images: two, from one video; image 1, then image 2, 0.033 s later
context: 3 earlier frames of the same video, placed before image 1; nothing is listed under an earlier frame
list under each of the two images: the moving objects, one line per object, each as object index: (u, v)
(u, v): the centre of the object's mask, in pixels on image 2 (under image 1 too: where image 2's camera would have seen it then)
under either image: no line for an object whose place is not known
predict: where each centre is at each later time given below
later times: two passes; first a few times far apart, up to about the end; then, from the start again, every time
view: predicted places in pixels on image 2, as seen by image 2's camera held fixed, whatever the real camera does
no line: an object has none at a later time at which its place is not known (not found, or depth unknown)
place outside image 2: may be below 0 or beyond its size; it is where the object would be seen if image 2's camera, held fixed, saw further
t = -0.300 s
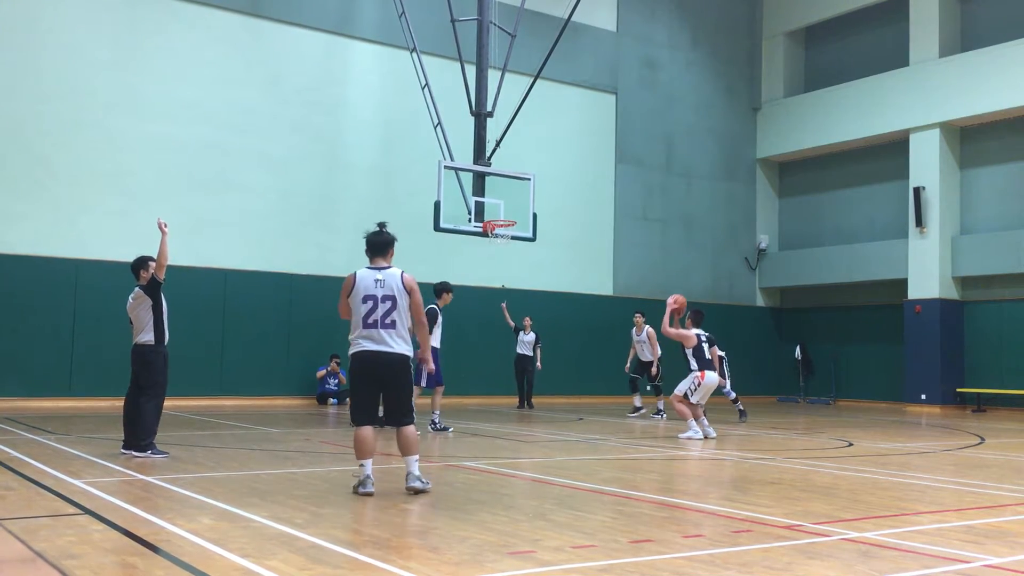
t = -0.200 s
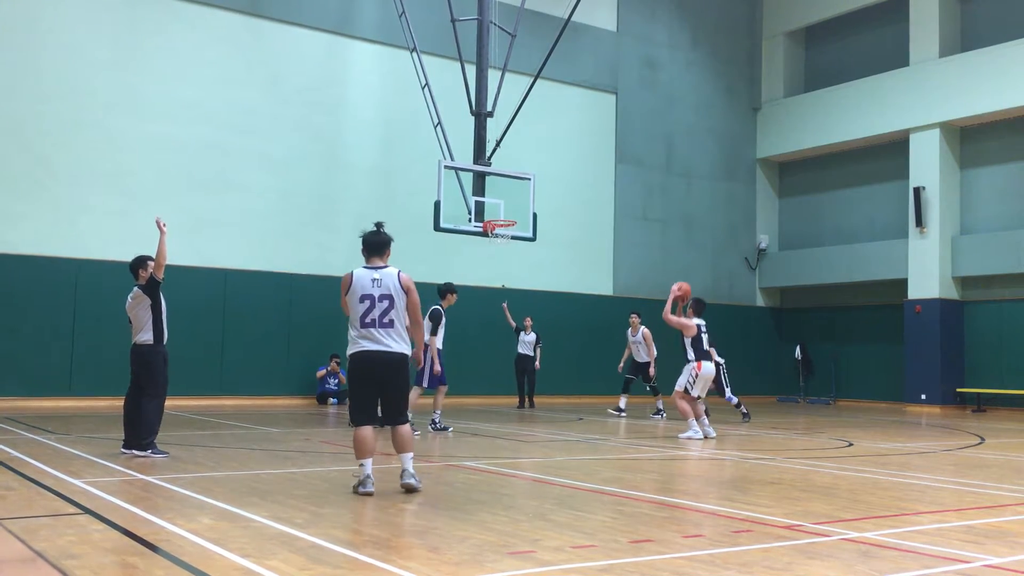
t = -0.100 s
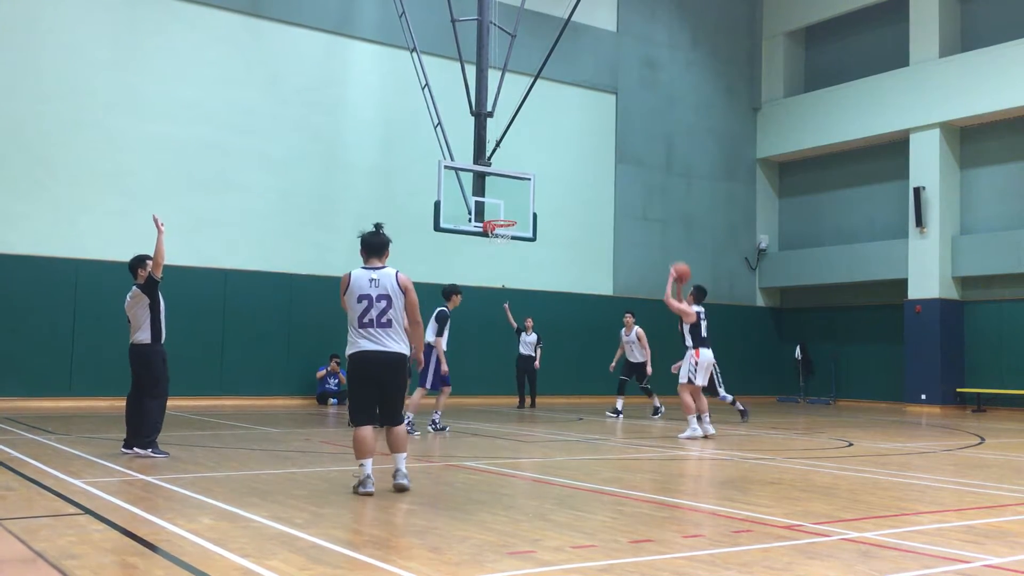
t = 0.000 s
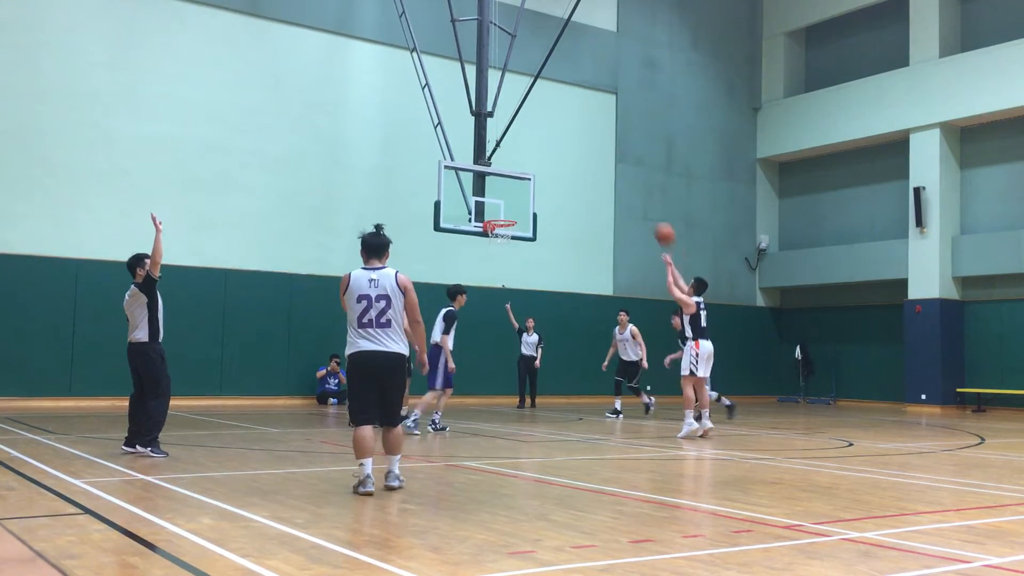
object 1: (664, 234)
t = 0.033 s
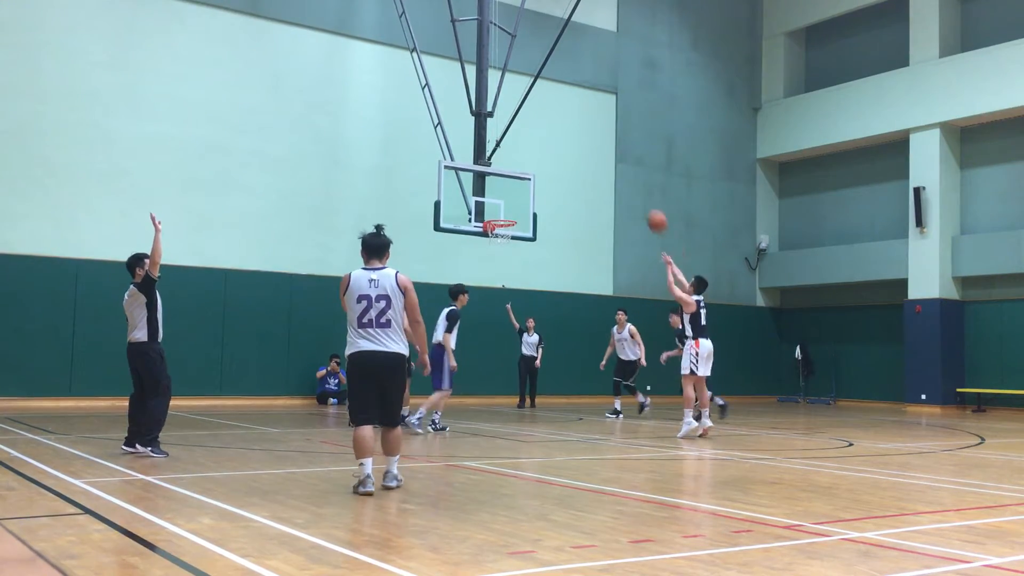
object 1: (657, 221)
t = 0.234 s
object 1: (614, 168)
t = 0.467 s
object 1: (570, 146)
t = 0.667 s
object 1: (536, 157)
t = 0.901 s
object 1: (499, 198)
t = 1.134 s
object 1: (504, 196)
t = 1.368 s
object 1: (527, 190)
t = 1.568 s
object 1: (547, 208)
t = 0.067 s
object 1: (649, 210)
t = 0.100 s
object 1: (642, 200)
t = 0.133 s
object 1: (635, 190)
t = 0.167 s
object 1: (628, 182)
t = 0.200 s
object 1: (621, 174)
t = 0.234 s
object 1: (614, 168)
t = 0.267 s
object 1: (607, 162)
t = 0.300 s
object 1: (600, 158)
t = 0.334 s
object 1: (594, 154)
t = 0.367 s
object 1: (588, 151)
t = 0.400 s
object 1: (581, 149)
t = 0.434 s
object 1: (576, 147)
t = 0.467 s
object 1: (570, 146)
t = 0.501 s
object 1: (564, 146)
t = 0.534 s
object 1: (558, 147)
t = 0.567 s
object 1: (552, 148)
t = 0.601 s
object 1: (547, 150)
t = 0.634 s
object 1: (541, 153)
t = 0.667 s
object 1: (536, 157)
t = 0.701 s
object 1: (530, 161)
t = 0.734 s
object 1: (525, 166)
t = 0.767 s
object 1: (520, 171)
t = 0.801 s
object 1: (515, 177)
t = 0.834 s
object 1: (509, 183)
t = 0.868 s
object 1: (504, 191)
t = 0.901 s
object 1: (499, 198)
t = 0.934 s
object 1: (494, 206)
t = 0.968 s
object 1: (490, 213)
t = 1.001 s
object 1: (492, 210)
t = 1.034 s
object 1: (495, 205)
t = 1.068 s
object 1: (498, 201)
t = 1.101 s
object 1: (501, 198)
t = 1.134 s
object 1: (504, 196)
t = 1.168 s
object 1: (507, 194)
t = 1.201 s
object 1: (510, 192)
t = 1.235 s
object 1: (513, 191)
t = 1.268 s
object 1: (517, 190)
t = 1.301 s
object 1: (520, 189)
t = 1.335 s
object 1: (523, 189)
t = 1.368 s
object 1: (527, 190)
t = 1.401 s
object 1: (530, 192)
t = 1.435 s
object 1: (534, 194)
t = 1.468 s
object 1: (537, 196)
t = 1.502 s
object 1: (540, 200)
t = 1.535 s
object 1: (544, 204)
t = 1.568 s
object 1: (547, 208)
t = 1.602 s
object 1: (550, 214)
